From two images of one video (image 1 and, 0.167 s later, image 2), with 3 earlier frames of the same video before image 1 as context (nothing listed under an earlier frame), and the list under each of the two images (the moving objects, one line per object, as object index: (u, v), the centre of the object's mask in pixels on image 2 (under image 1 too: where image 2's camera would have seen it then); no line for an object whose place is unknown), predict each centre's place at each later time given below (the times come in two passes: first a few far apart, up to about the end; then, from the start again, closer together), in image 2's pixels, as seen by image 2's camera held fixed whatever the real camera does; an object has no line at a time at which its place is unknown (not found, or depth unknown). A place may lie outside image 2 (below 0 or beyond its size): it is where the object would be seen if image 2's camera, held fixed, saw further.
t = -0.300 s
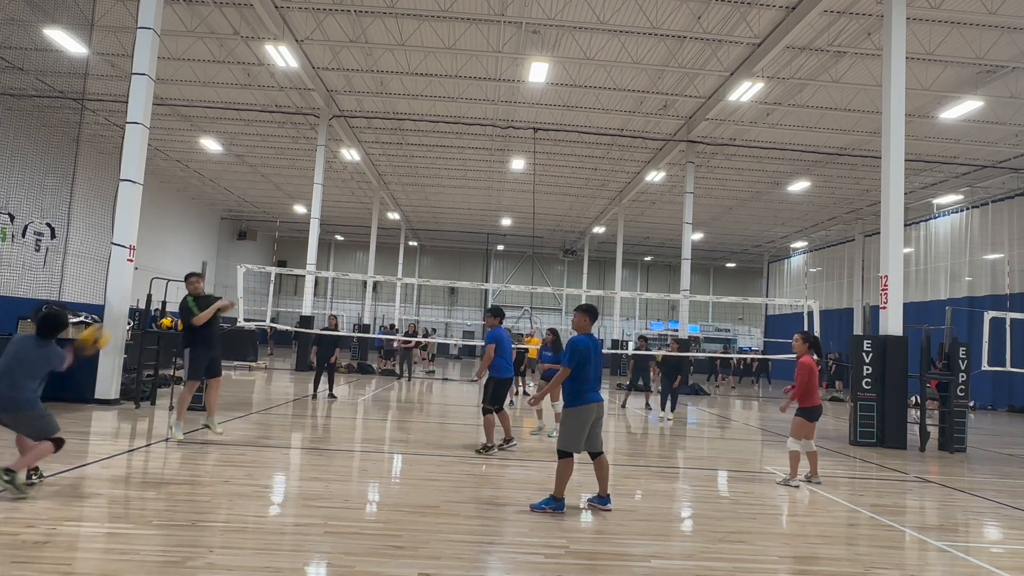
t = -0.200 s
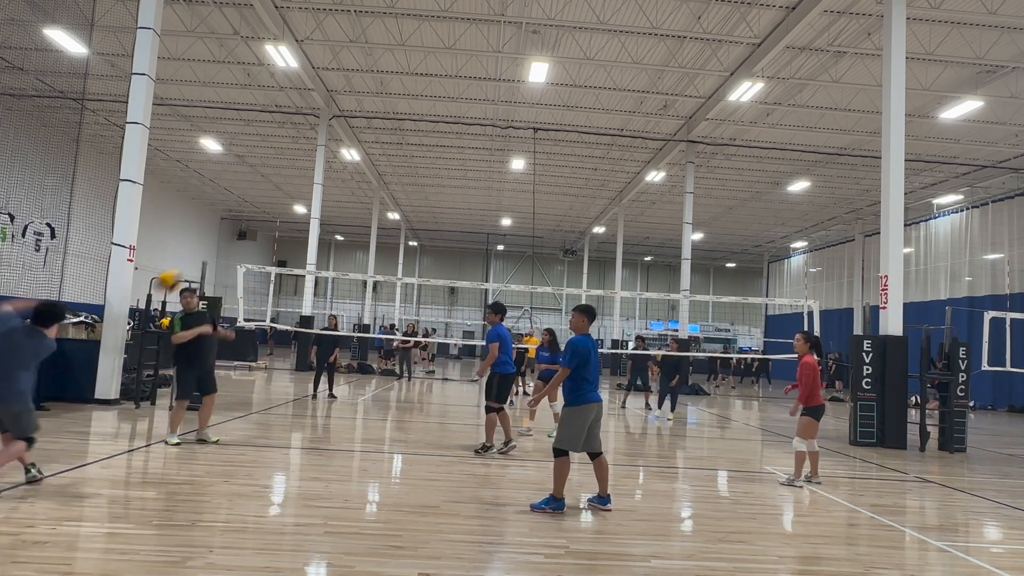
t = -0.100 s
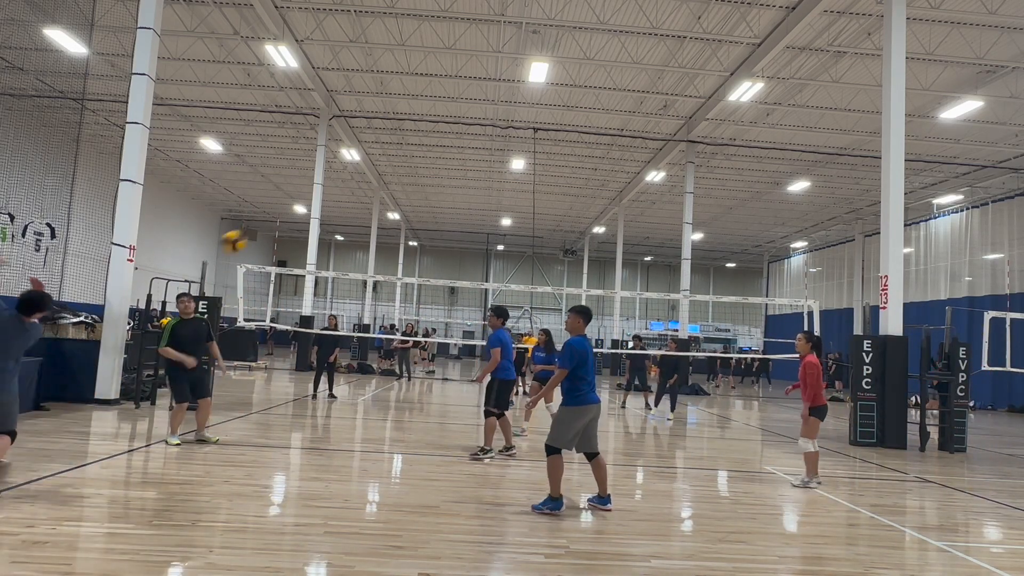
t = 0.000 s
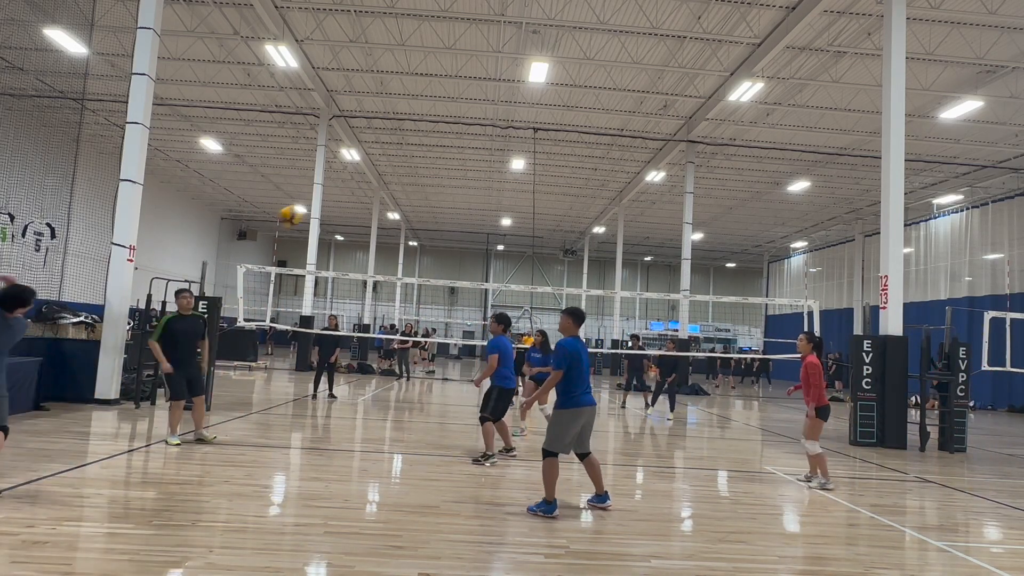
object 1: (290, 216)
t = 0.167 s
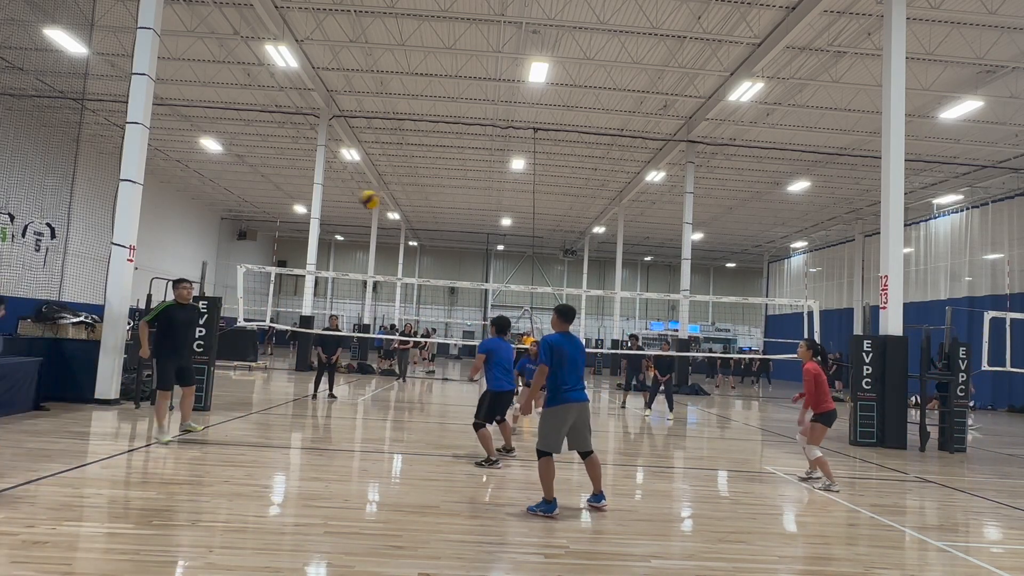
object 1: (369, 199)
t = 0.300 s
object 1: (425, 204)
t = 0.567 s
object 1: (512, 253)
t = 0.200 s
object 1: (384, 200)
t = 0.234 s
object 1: (398, 200)
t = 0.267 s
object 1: (410, 201)
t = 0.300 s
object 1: (425, 204)
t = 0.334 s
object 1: (435, 208)
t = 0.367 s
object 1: (449, 213)
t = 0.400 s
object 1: (460, 217)
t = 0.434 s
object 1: (469, 222)
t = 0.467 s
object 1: (482, 230)
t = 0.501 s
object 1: (493, 237)
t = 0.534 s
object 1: (503, 245)
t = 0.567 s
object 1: (512, 253)
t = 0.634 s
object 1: (530, 272)
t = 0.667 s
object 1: (540, 282)
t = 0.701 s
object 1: (549, 293)
